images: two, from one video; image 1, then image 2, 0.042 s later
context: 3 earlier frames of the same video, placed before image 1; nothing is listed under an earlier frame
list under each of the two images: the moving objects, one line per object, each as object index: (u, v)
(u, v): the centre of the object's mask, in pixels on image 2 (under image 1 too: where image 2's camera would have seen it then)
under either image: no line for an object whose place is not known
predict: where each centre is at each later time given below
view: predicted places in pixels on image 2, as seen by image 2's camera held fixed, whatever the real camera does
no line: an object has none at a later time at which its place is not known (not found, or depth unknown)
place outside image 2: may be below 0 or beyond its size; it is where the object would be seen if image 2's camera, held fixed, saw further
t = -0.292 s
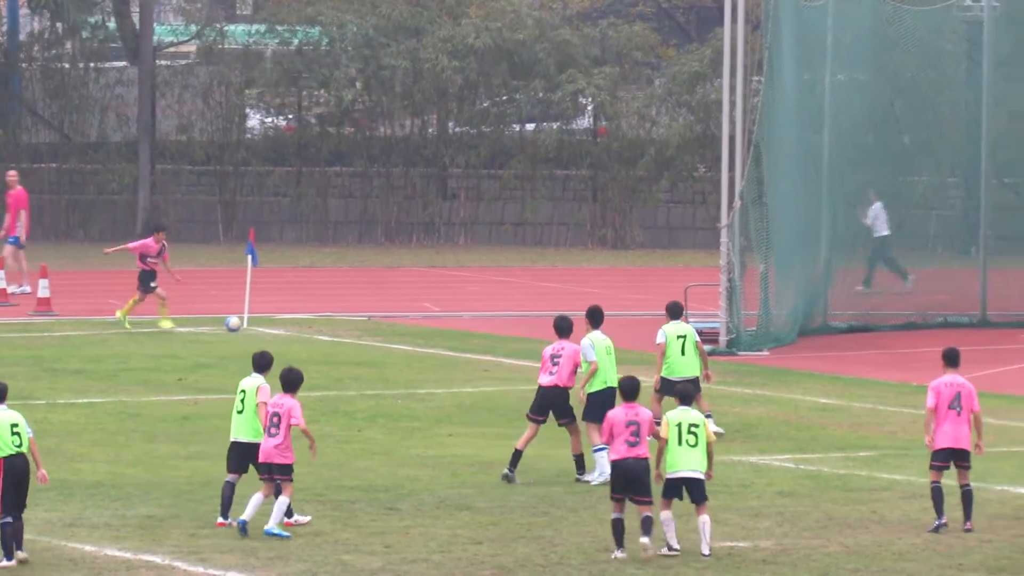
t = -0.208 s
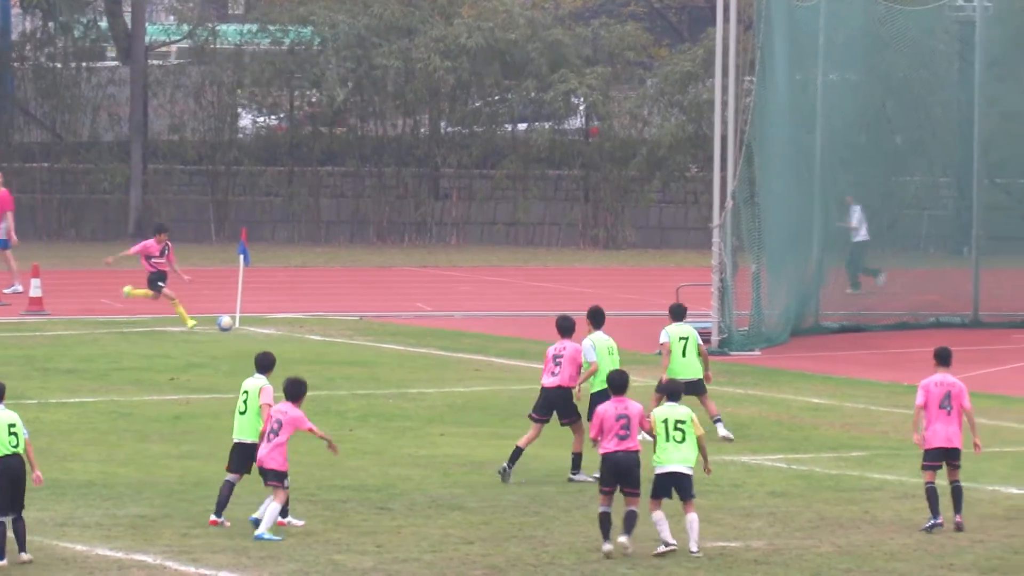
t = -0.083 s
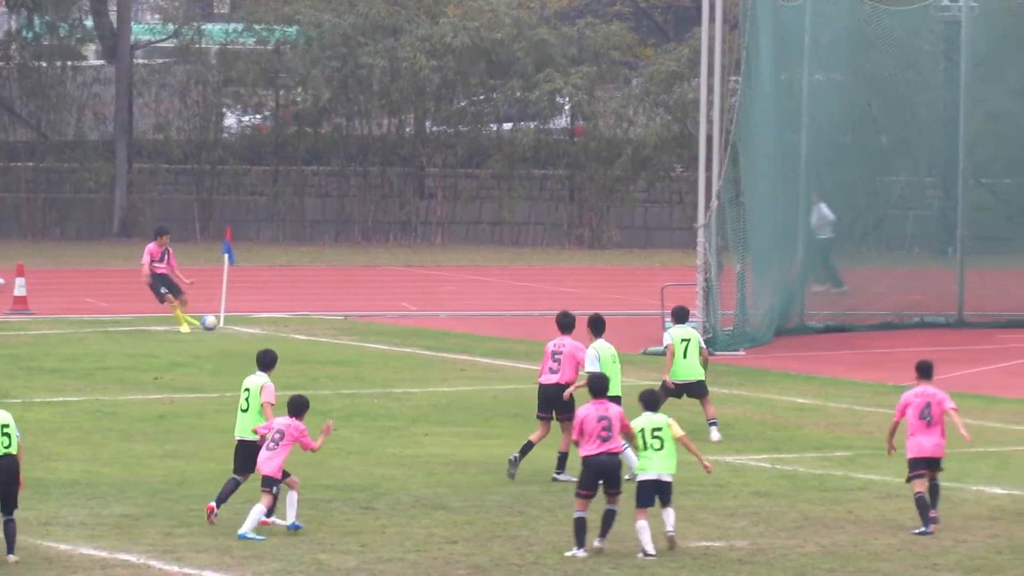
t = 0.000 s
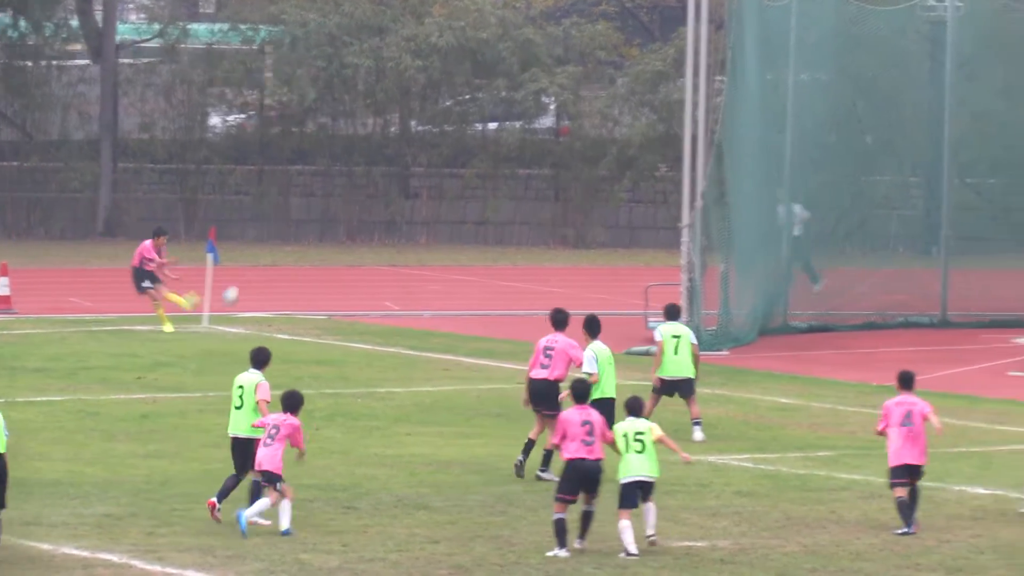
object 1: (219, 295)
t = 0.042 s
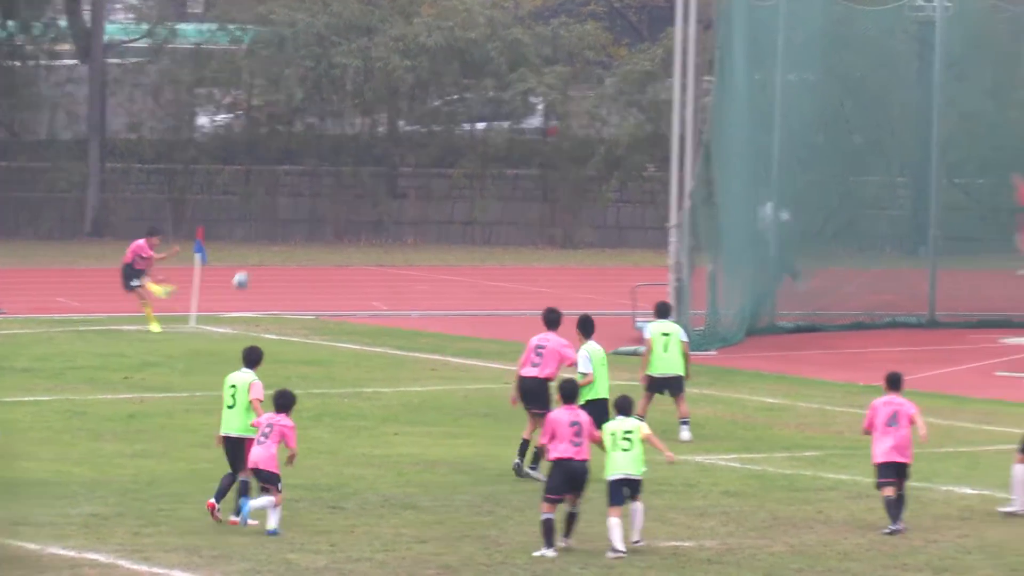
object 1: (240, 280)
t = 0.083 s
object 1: (264, 264)
